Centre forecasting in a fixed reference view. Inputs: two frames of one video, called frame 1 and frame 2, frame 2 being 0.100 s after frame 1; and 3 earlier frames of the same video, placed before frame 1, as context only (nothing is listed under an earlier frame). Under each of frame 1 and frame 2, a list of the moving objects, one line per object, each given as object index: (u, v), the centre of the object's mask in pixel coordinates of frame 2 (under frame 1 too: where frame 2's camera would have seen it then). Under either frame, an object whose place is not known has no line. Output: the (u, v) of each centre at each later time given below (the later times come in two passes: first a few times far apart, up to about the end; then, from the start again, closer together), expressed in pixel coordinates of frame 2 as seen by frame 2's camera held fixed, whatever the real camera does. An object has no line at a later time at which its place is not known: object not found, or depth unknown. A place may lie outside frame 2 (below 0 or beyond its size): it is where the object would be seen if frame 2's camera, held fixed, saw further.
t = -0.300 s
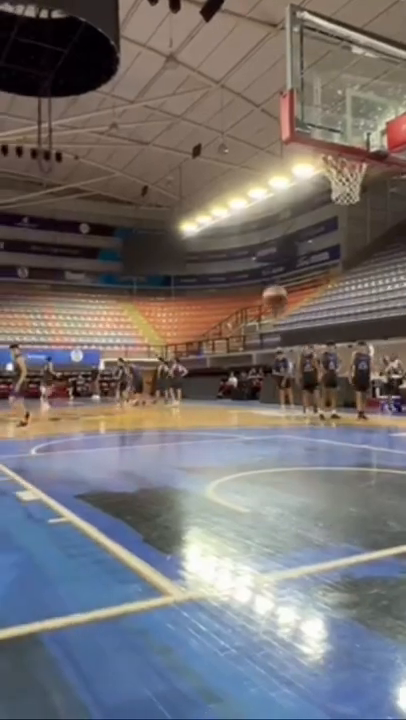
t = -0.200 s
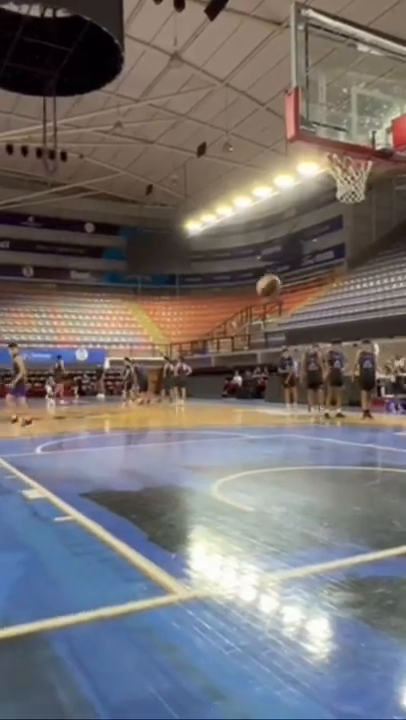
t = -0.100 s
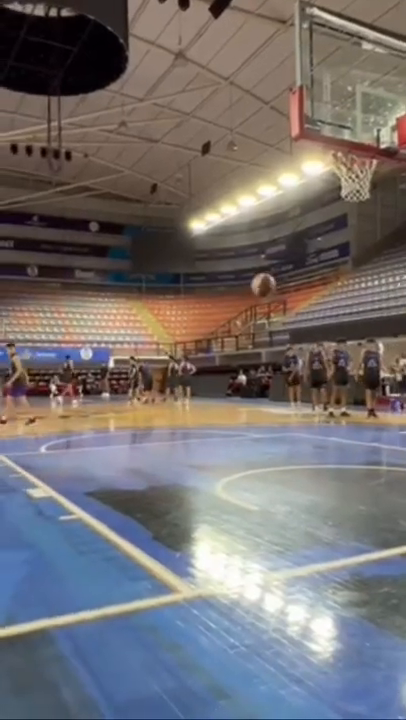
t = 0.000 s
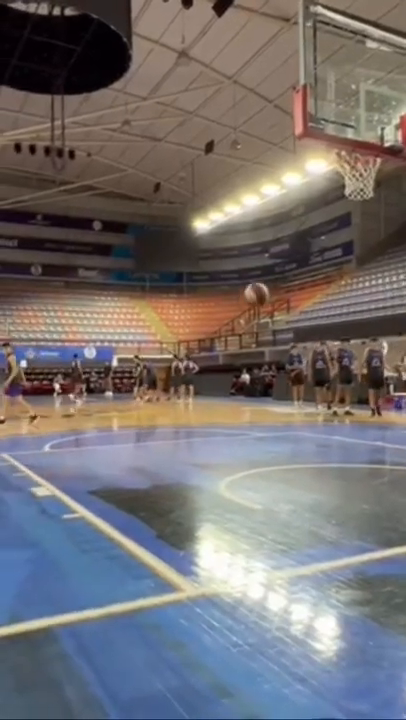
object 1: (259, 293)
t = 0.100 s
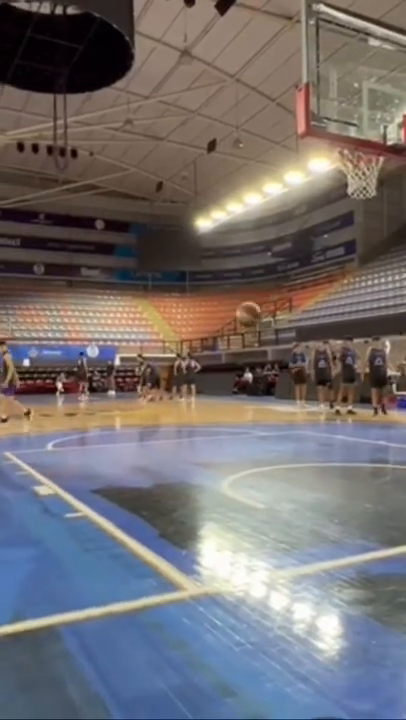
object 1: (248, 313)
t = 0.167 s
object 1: (242, 334)
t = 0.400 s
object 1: (218, 441)
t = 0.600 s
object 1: (199, 412)
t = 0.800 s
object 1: (183, 366)
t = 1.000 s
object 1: (167, 351)
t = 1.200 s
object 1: (150, 382)
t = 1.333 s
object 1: (140, 428)
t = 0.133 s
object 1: (245, 323)
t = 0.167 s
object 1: (242, 334)
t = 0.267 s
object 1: (231, 371)
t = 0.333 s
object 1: (225, 404)
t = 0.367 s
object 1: (222, 423)
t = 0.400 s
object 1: (218, 441)
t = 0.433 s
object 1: (215, 462)
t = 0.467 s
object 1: (212, 470)
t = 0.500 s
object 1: (209, 454)
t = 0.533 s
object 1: (205, 439)
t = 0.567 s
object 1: (202, 425)
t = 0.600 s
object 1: (199, 412)
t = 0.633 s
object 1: (197, 400)
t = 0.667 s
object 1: (193, 389)
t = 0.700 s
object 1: (190, 381)
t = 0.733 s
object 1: (187, 372)
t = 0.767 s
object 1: (184, 368)
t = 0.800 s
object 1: (183, 366)
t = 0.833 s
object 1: (180, 358)
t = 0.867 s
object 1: (177, 355)
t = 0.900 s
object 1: (177, 349)
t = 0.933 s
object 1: (173, 349)
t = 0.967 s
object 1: (169, 350)
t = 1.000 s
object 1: (167, 351)
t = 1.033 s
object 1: (165, 353)
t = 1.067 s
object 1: (164, 353)
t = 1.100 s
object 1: (158, 360)
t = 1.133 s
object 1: (156, 365)
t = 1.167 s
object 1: (153, 373)
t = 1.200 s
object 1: (150, 382)
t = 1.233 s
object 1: (147, 392)
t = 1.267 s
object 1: (146, 402)
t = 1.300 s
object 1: (143, 413)
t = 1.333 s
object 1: (140, 428)
